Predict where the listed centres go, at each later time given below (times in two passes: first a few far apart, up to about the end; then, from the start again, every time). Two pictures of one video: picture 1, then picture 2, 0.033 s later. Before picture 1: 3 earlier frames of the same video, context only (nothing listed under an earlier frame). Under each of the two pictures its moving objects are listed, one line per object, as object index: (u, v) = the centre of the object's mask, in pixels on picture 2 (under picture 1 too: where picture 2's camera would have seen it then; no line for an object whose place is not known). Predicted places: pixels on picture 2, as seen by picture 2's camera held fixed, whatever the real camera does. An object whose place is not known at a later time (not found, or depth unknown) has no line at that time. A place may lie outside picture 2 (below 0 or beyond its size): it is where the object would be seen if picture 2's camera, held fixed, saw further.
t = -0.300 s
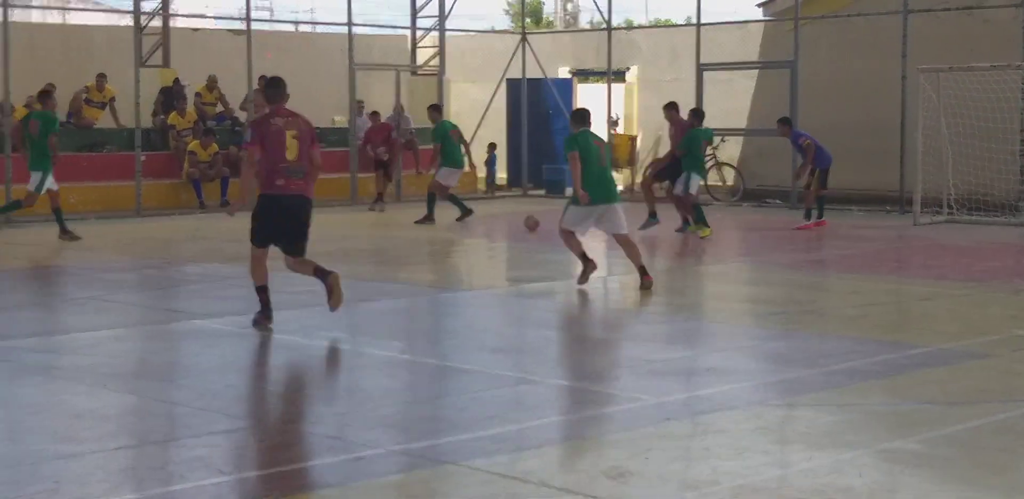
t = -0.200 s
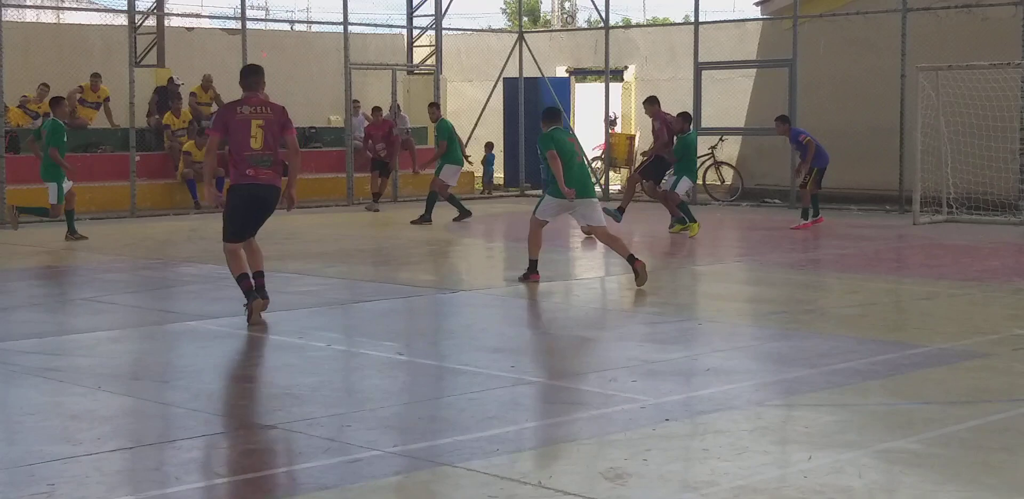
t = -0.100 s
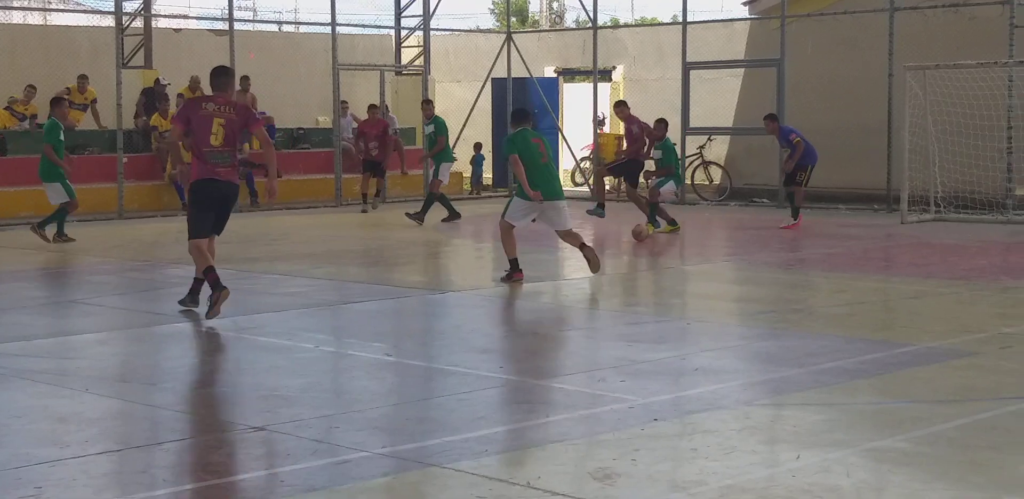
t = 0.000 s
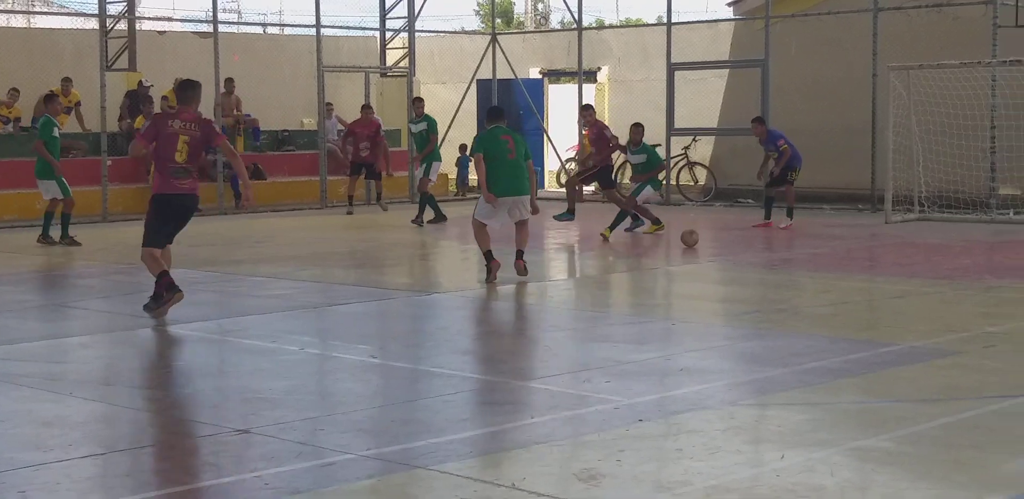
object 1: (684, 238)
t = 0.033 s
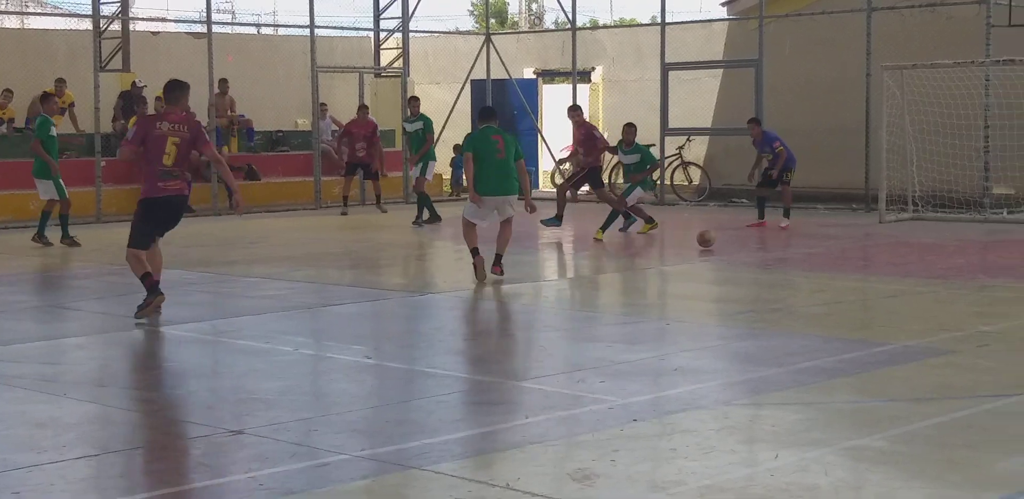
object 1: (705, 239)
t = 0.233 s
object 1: (839, 245)
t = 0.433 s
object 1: (978, 254)
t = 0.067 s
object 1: (728, 240)
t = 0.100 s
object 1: (750, 242)
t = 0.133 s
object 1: (772, 242)
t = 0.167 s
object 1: (794, 242)
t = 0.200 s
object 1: (815, 242)
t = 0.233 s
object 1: (839, 245)
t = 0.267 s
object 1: (861, 247)
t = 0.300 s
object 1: (885, 251)
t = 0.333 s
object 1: (910, 256)
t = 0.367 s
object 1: (931, 254)
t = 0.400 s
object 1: (955, 253)
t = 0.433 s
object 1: (978, 254)
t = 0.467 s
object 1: (1002, 255)
